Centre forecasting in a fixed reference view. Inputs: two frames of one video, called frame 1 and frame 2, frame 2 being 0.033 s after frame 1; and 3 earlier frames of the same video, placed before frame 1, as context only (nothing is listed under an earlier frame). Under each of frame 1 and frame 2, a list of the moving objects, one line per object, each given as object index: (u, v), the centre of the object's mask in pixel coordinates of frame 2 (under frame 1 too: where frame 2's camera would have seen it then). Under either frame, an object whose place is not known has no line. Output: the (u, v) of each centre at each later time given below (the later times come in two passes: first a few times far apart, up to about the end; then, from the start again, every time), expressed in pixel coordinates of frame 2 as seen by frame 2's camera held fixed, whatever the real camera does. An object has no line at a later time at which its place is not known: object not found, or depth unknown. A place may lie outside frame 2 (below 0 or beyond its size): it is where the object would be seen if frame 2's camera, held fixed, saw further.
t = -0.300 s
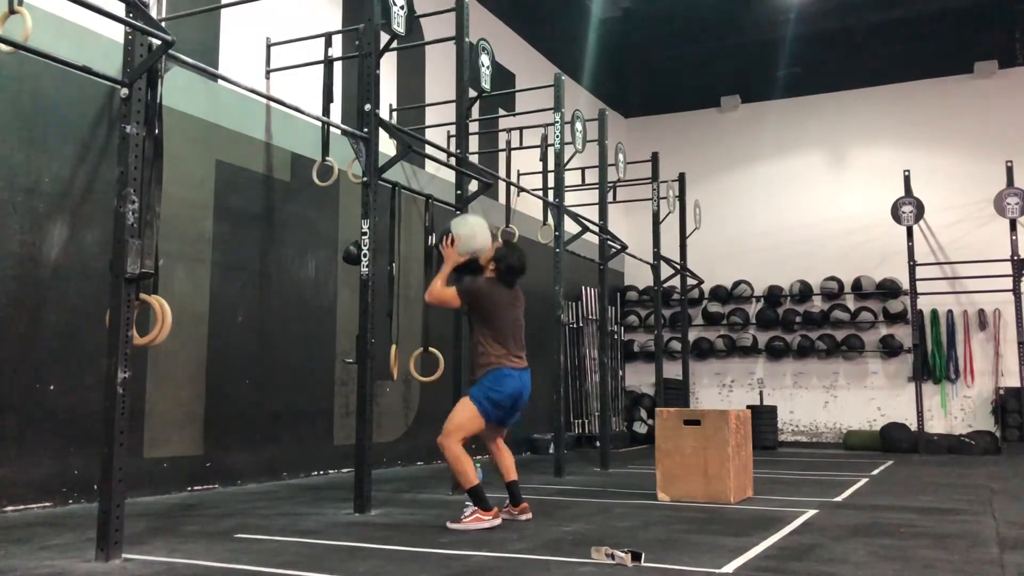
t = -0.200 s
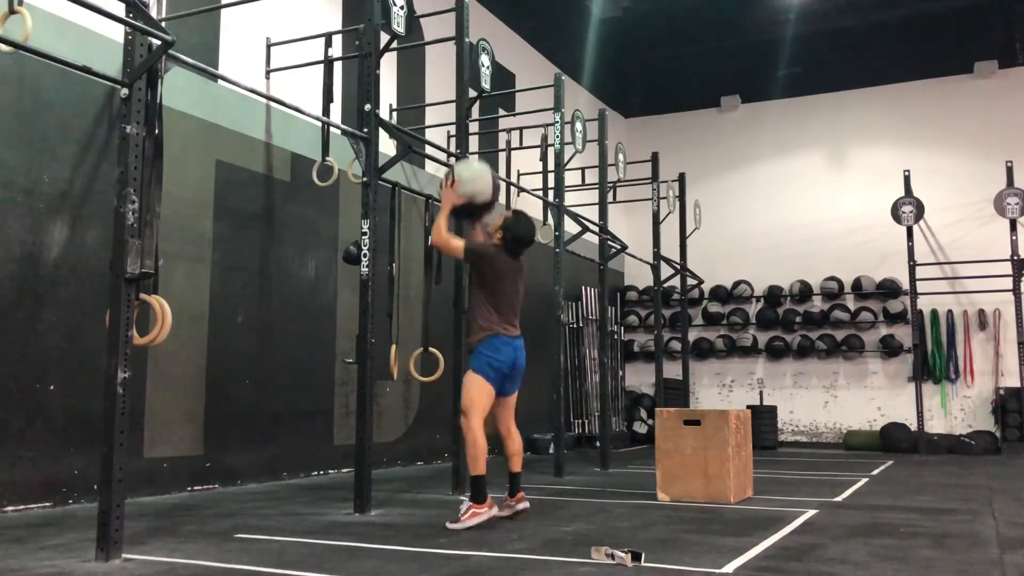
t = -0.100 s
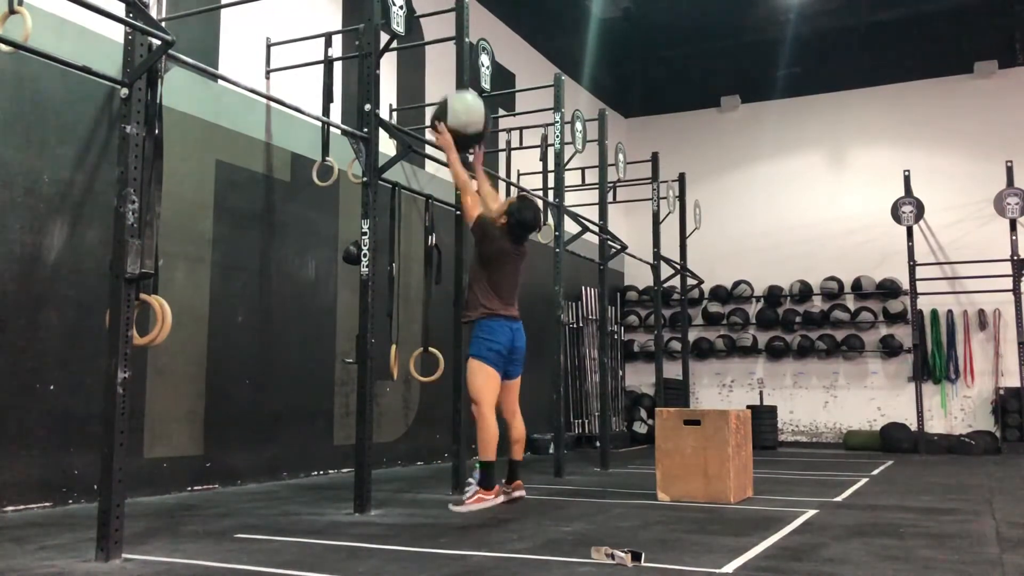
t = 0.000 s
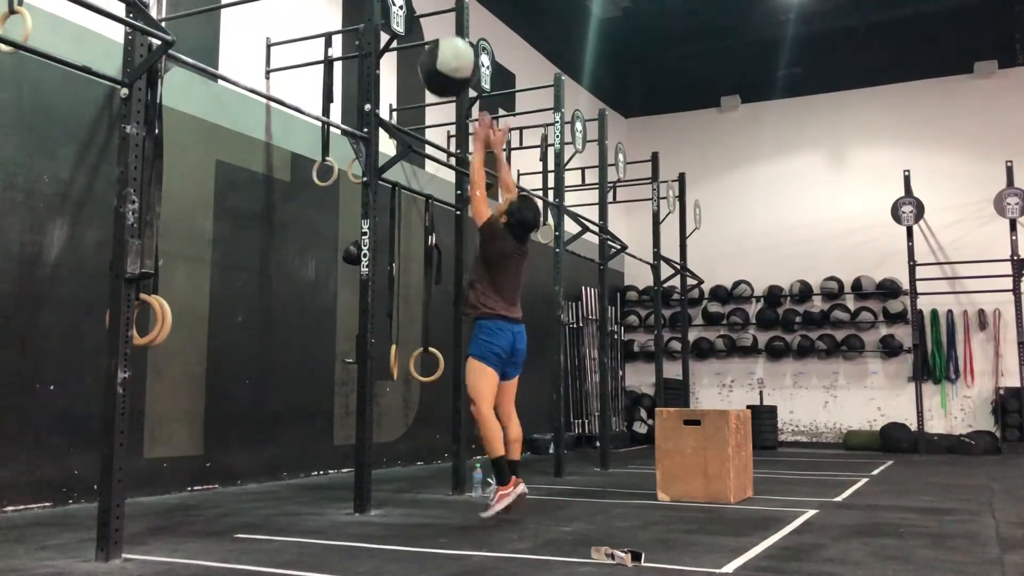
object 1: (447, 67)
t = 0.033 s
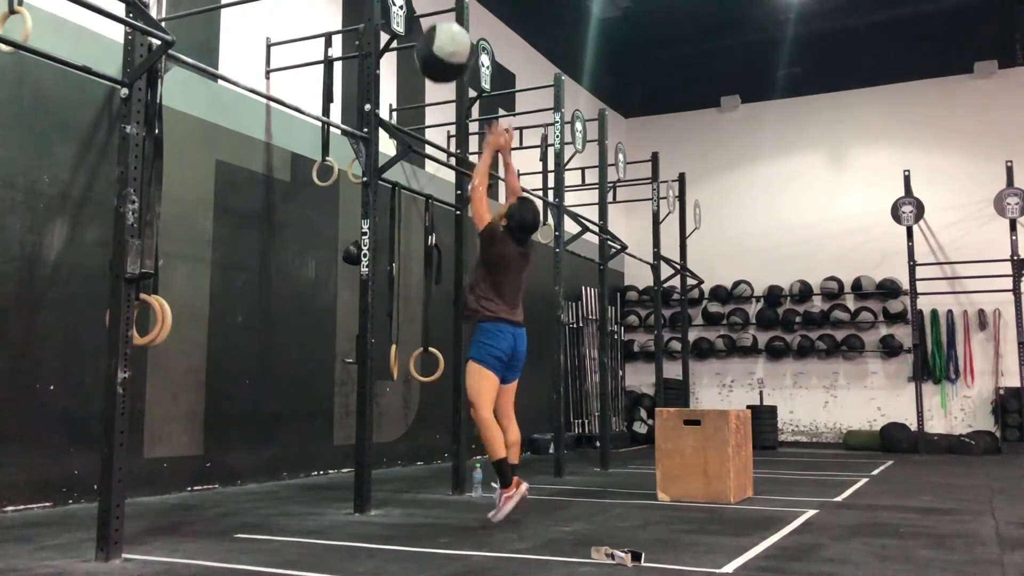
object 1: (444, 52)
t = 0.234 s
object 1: (420, 15)
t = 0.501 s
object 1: (437, 25)
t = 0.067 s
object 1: (439, 39)
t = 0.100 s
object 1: (435, 29)
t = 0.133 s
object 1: (431, 23)
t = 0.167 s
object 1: (428, 18)
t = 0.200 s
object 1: (424, 16)
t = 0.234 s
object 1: (420, 15)
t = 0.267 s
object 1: (418, 14)
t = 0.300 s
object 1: (420, 13)
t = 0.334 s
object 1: (423, 13)
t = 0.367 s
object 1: (426, 14)
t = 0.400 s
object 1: (429, 15)
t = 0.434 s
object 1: (432, 17)
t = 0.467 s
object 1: (435, 20)
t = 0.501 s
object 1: (437, 25)
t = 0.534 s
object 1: (440, 33)
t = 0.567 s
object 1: (443, 45)
